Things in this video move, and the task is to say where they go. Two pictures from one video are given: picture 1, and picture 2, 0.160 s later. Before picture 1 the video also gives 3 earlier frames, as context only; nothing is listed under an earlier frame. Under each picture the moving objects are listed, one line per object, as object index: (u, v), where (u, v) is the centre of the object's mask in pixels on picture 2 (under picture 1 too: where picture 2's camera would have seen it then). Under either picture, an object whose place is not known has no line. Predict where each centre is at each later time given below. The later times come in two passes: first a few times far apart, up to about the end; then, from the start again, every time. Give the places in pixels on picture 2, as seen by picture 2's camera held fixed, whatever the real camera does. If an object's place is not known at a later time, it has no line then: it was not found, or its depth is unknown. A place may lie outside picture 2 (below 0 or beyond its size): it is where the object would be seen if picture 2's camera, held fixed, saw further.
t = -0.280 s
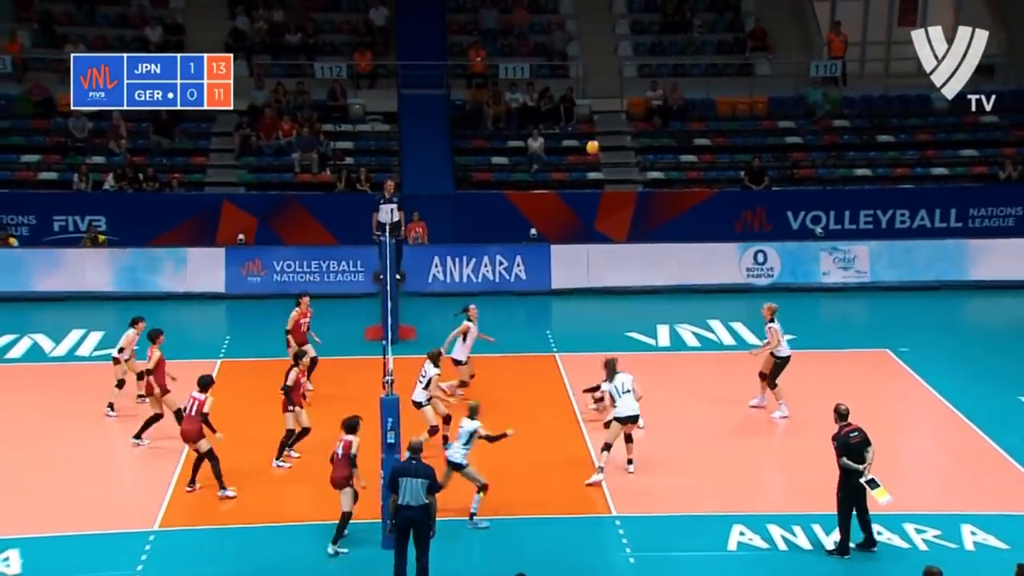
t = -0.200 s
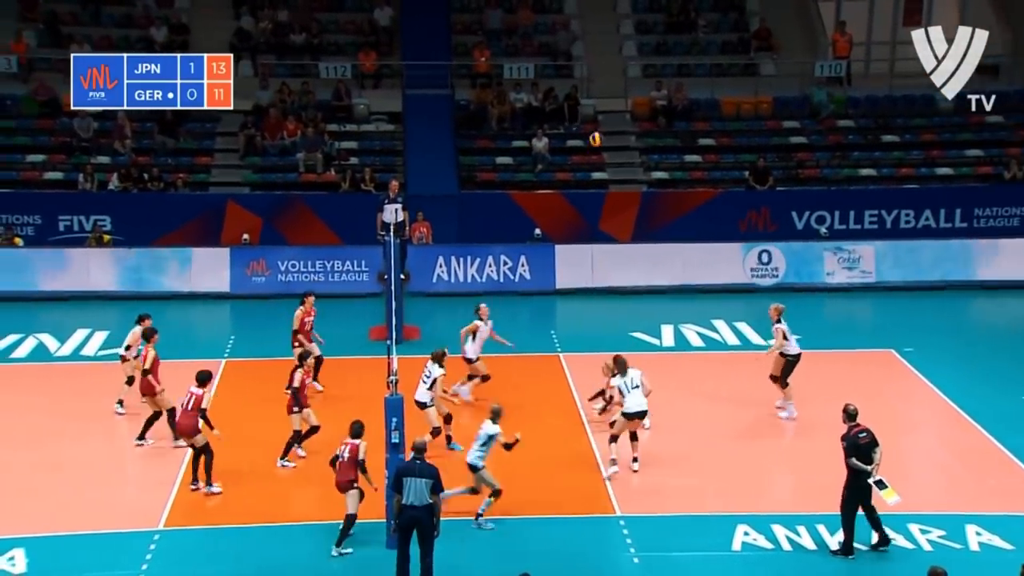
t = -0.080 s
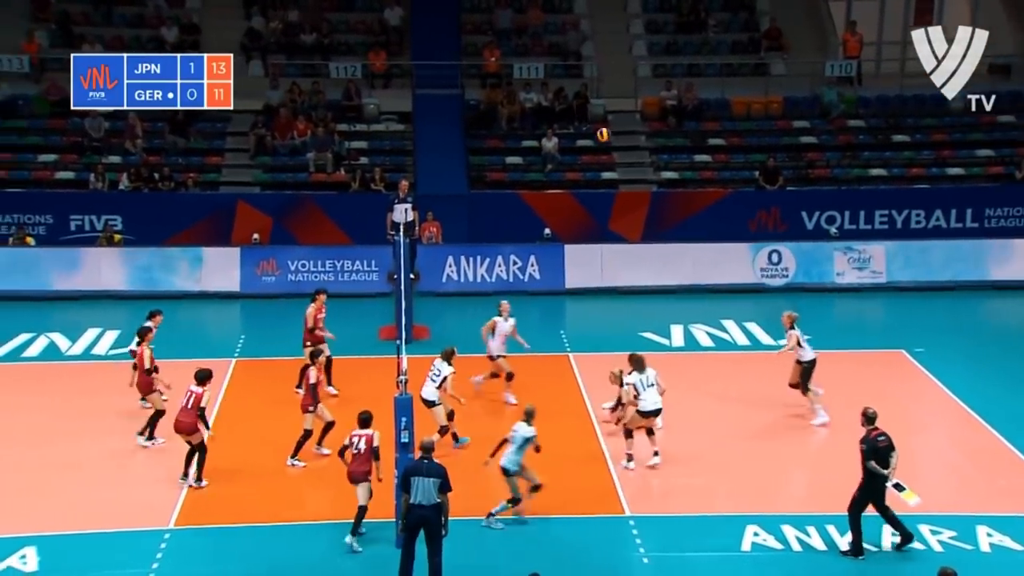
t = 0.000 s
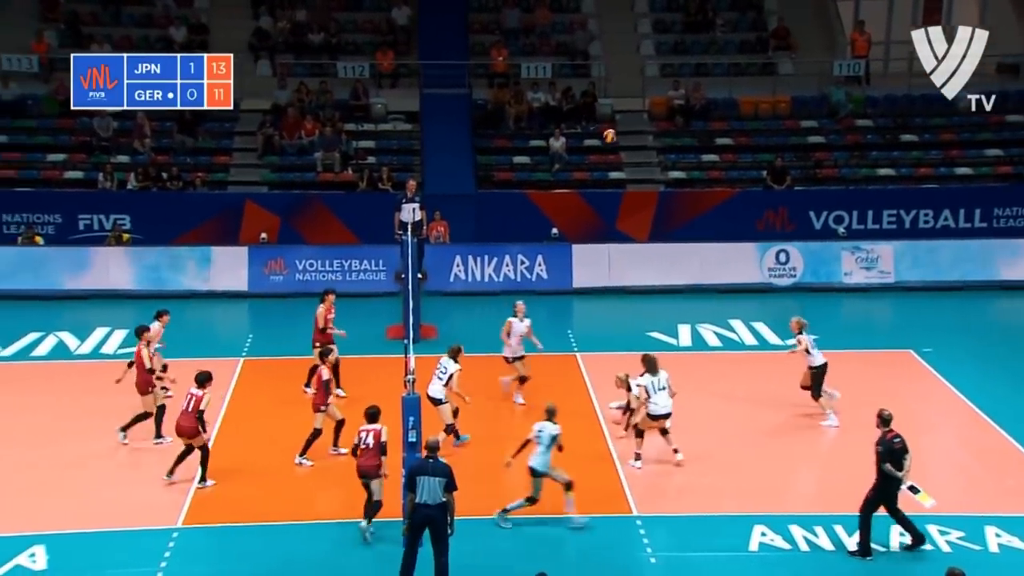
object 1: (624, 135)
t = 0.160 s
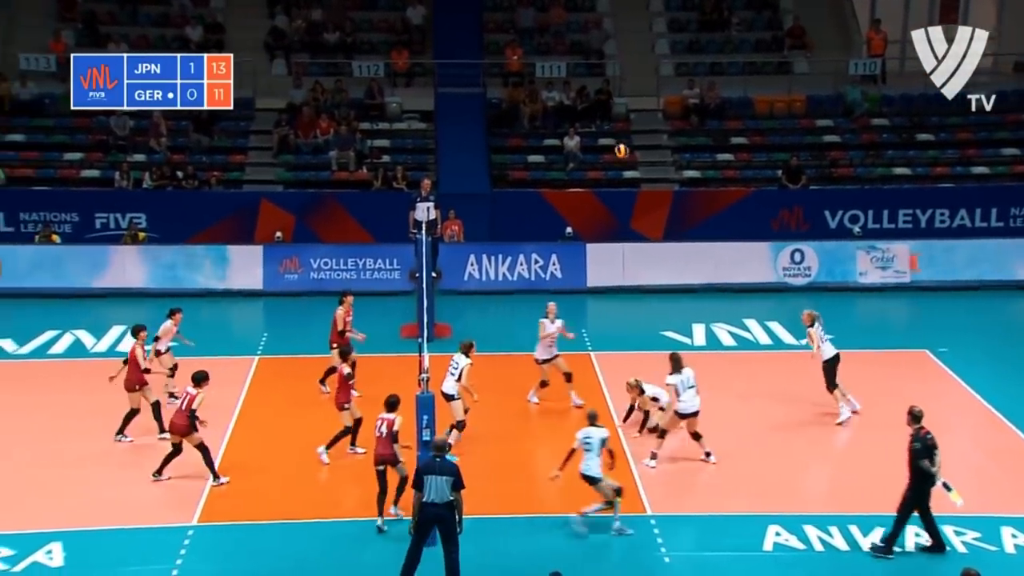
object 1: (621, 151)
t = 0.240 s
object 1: (619, 164)
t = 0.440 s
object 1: (615, 213)
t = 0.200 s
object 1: (621, 156)
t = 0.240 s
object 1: (619, 164)
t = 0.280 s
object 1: (619, 172)
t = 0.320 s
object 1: (618, 181)
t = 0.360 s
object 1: (617, 191)
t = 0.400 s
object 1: (616, 202)
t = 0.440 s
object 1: (615, 213)
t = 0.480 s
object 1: (614, 227)
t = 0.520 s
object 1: (613, 239)
